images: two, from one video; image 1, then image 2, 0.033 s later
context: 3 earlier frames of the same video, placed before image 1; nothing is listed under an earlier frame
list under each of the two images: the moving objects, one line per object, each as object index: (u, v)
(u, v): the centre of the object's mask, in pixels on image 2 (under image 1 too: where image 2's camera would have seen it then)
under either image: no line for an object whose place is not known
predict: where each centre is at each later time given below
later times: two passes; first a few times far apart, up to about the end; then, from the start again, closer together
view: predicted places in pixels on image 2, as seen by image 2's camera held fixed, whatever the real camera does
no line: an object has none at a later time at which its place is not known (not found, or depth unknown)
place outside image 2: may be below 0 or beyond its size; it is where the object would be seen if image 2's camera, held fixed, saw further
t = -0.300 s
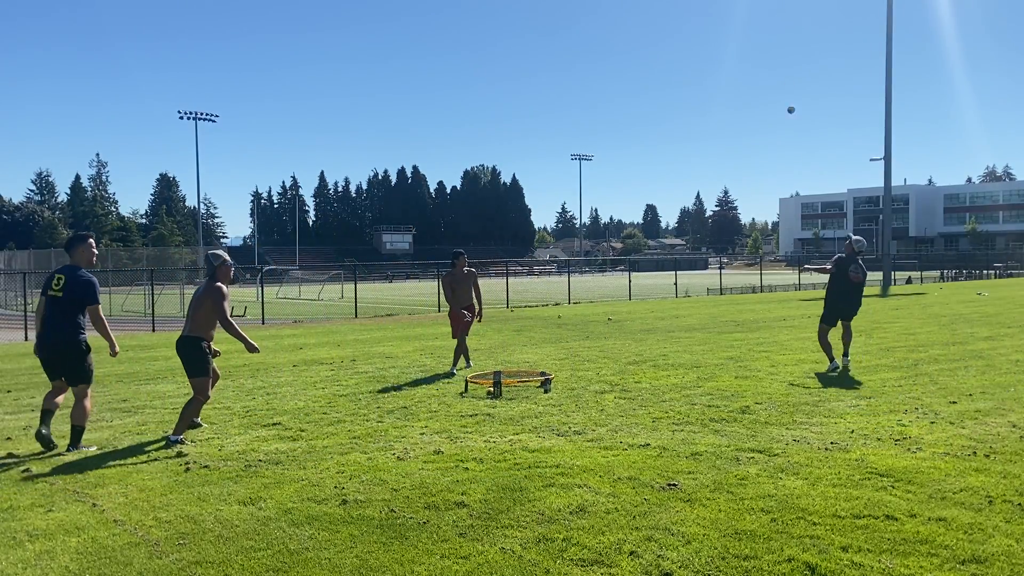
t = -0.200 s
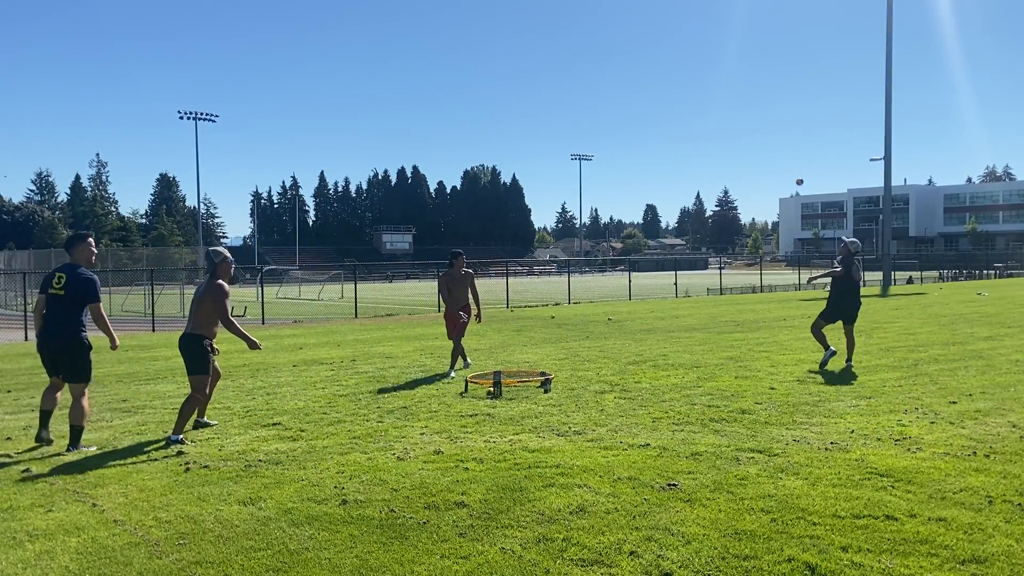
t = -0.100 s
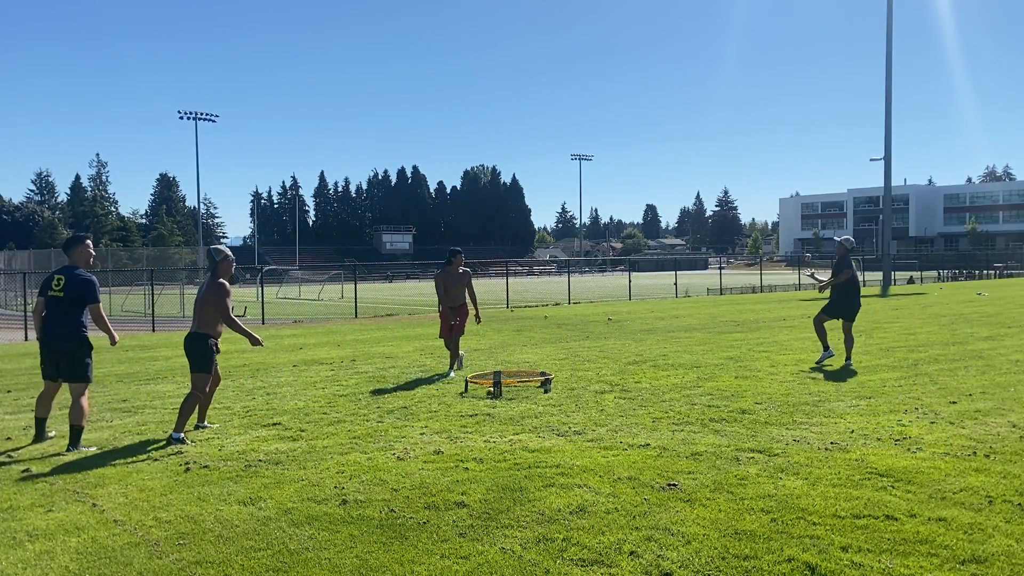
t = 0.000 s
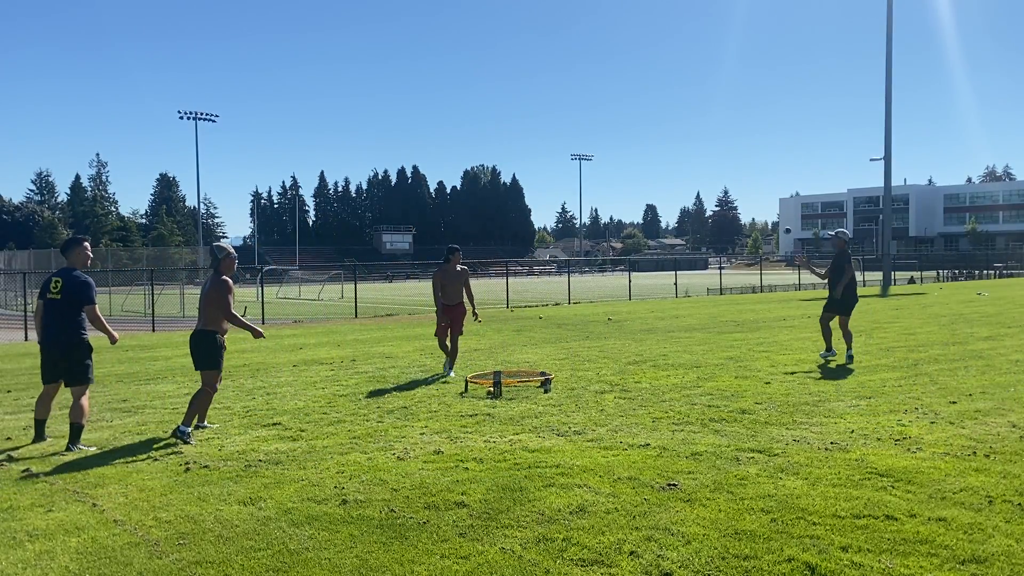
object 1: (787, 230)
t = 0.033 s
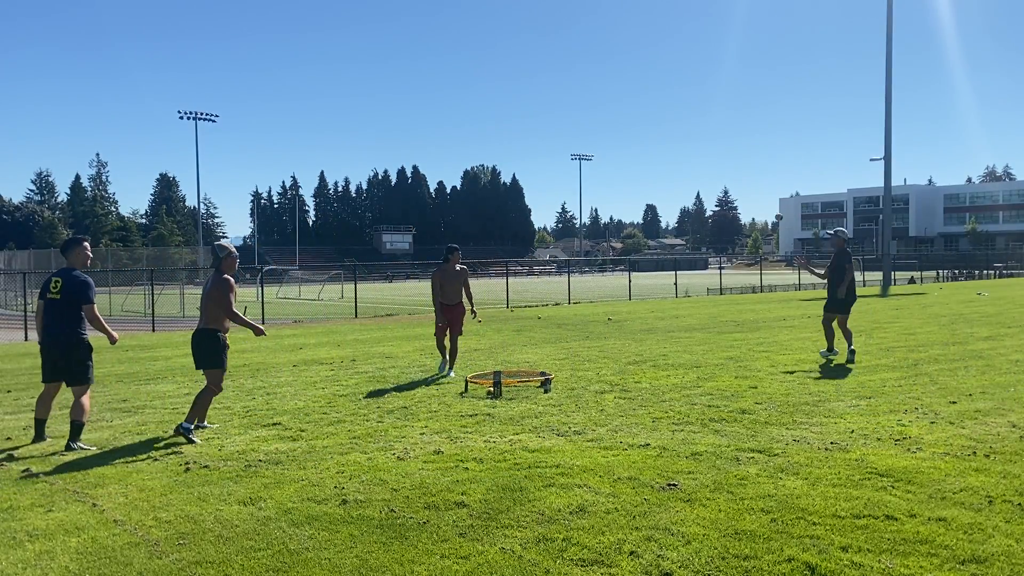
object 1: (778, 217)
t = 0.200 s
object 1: (732, 159)
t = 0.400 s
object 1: (670, 115)
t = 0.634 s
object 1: (585, 109)
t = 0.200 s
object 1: (732, 159)
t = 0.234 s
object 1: (722, 149)
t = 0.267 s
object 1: (712, 141)
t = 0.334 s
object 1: (692, 126)
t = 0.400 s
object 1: (670, 115)
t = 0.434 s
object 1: (659, 111)
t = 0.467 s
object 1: (647, 108)
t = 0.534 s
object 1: (623, 105)
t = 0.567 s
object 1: (611, 106)
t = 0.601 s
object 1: (598, 107)
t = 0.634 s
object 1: (585, 109)
